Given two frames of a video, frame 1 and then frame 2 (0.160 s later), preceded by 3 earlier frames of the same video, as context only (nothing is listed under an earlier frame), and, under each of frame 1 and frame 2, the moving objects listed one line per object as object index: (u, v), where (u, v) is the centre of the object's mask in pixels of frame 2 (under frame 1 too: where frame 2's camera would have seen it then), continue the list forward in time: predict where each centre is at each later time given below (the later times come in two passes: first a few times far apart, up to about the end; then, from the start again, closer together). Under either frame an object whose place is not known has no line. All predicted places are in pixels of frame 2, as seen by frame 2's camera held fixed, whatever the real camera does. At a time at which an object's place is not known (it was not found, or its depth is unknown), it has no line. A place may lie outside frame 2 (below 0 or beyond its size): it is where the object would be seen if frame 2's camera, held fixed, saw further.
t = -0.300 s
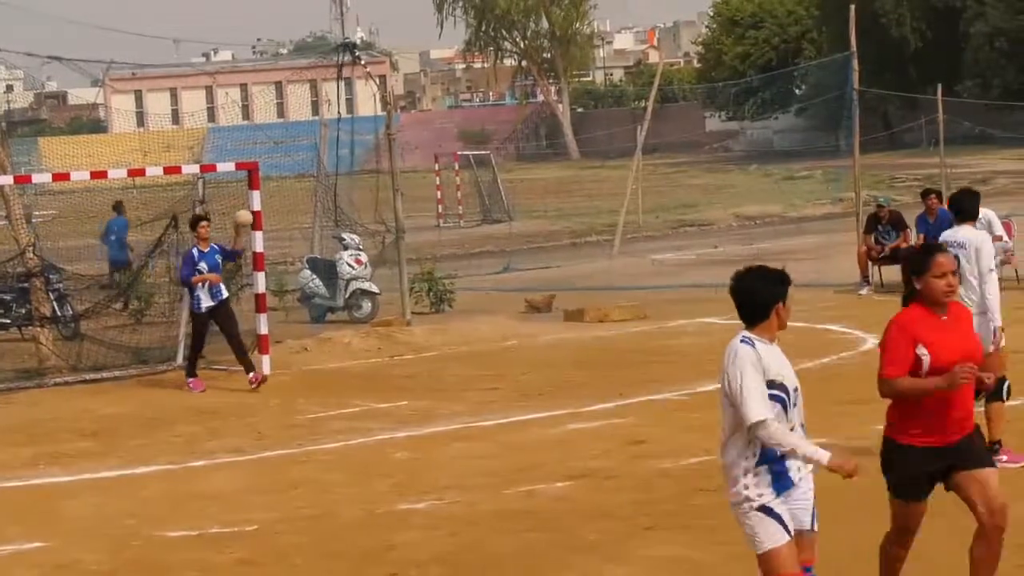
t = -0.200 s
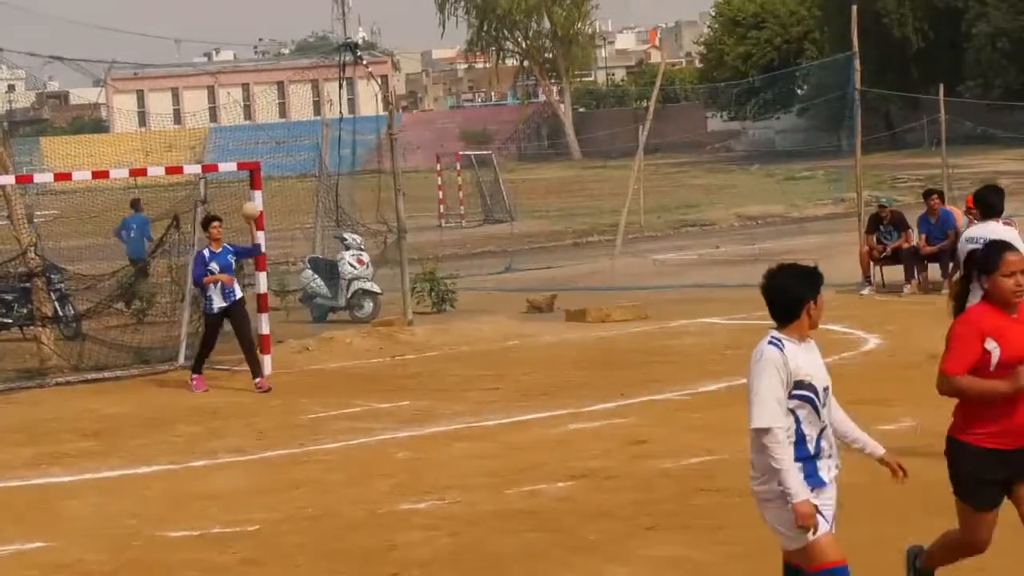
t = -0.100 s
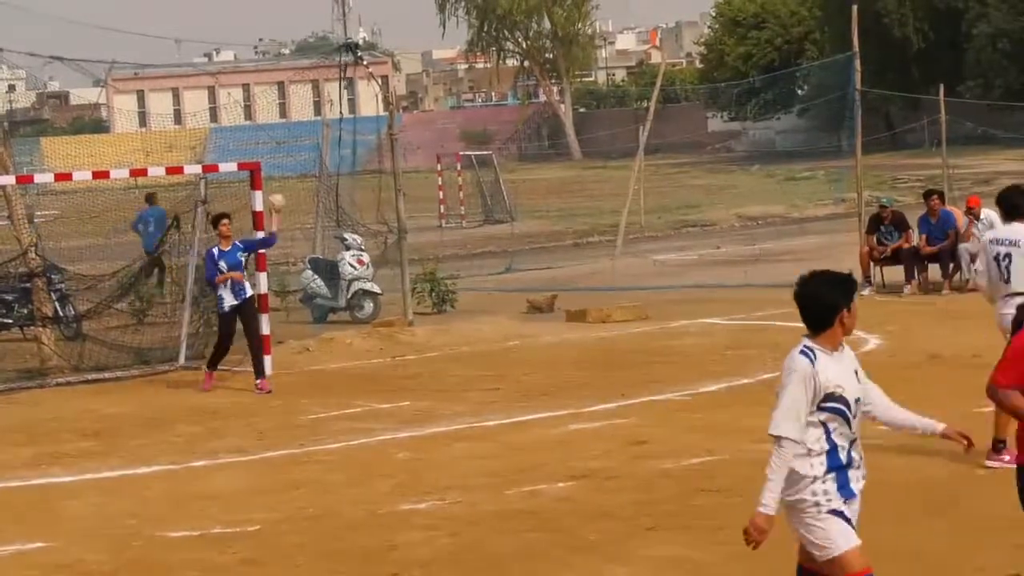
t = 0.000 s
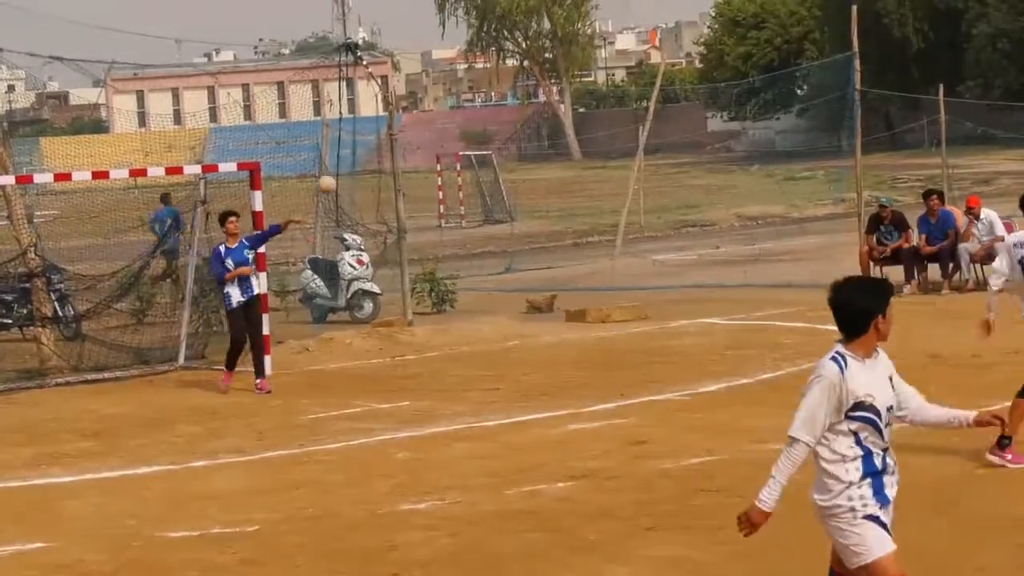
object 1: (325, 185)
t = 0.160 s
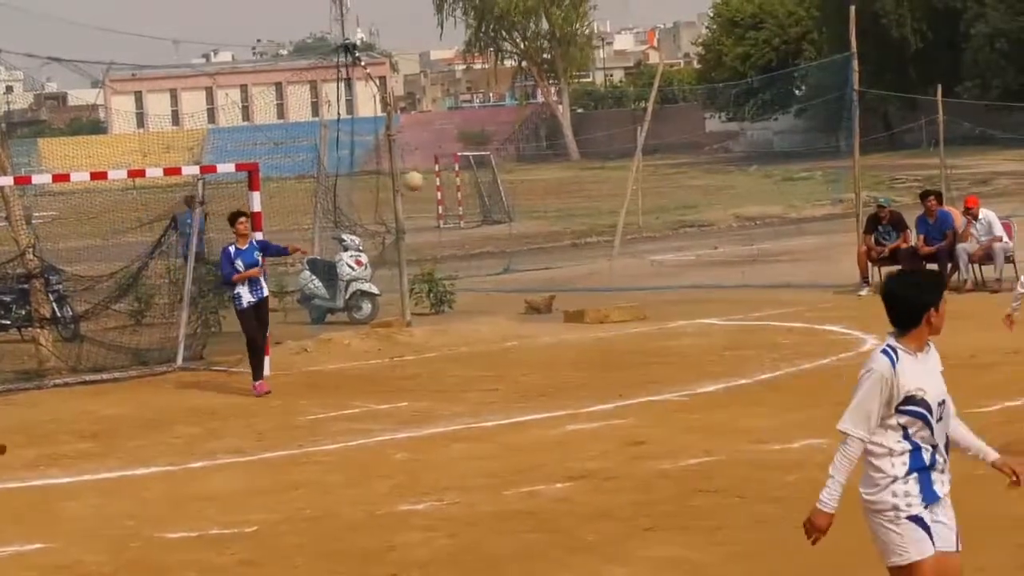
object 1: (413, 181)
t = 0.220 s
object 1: (449, 186)
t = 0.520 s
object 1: (646, 287)
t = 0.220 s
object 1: (449, 186)
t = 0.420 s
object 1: (576, 239)
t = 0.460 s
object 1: (603, 256)
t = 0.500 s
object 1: (631, 276)
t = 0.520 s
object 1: (646, 287)
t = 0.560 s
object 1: (676, 310)
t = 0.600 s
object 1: (707, 336)
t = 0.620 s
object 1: (724, 350)
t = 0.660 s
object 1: (756, 382)
